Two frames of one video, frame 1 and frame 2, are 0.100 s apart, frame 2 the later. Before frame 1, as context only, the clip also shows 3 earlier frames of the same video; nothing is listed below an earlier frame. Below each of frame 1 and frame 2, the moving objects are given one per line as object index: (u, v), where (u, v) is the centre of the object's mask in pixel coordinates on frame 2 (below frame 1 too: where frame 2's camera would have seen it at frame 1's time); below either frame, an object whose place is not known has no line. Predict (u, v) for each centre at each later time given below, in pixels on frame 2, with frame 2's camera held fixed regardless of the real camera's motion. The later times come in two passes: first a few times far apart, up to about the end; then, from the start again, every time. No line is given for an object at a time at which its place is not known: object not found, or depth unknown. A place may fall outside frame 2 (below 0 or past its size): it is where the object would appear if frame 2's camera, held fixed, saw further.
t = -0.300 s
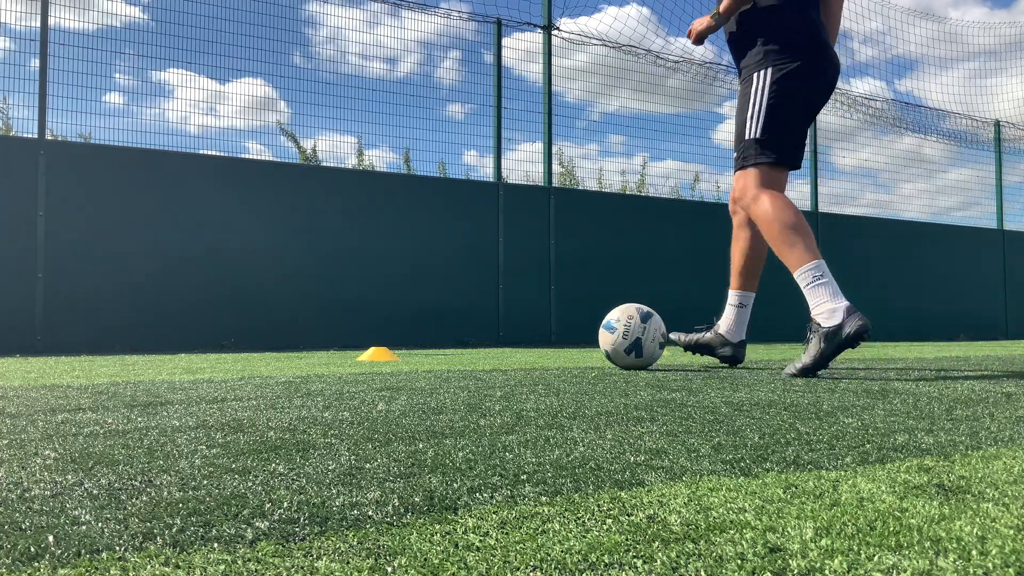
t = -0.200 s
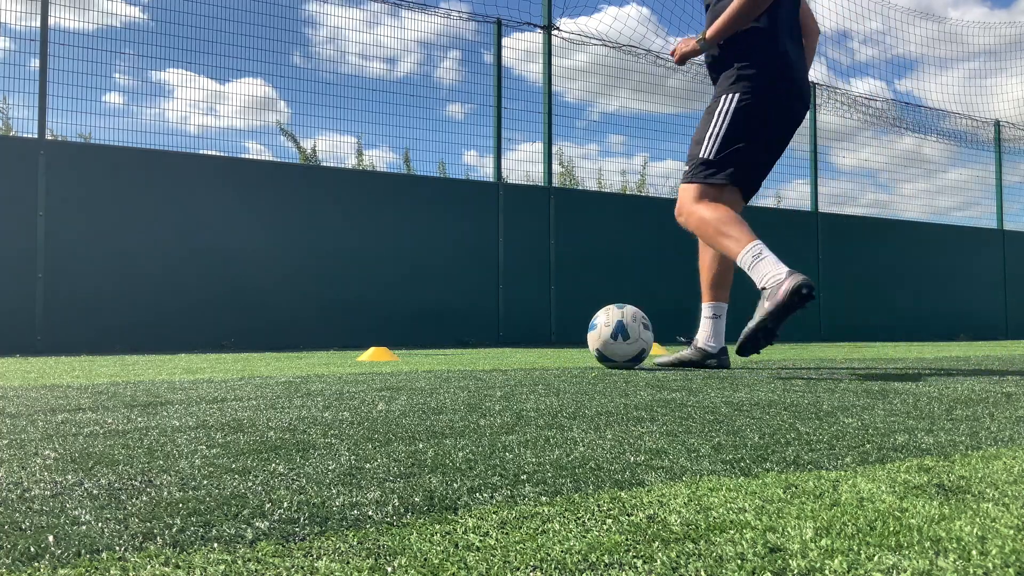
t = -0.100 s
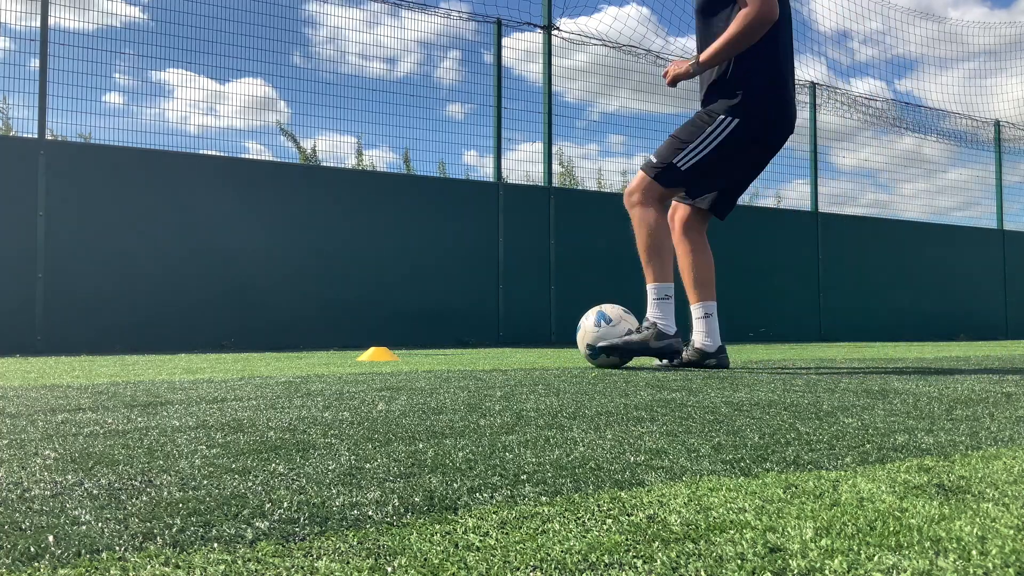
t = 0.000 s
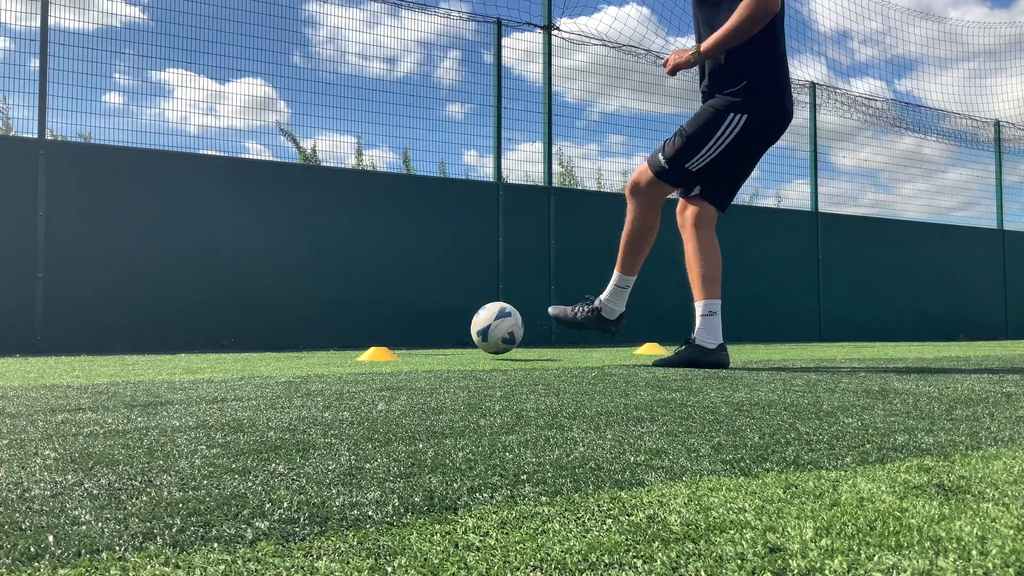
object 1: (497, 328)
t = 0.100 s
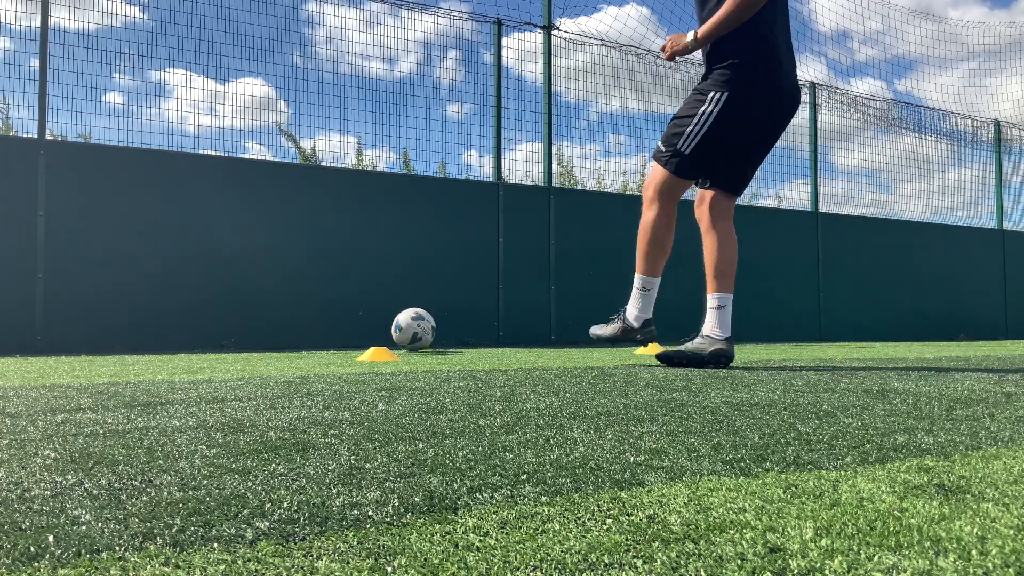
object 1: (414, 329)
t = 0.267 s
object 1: (330, 330)
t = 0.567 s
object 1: (423, 330)
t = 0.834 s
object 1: (522, 332)
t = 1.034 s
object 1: (597, 334)
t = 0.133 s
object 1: (393, 328)
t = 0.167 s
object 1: (374, 328)
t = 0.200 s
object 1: (357, 330)
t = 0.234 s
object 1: (343, 331)
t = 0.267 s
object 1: (330, 330)
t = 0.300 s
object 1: (330, 328)
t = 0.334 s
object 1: (340, 326)
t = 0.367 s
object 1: (351, 325)
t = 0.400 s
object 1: (363, 326)
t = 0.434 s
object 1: (375, 330)
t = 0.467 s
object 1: (387, 329)
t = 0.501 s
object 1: (398, 328)
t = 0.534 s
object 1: (410, 328)
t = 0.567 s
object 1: (423, 330)
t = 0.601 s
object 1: (435, 331)
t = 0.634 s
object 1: (447, 330)
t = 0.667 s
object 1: (460, 331)
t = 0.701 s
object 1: (473, 332)
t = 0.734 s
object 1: (485, 331)
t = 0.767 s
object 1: (497, 332)
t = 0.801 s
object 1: (510, 334)
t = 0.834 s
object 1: (522, 332)
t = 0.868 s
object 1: (534, 332)
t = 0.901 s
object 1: (547, 335)
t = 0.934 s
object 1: (559, 334)
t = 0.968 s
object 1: (572, 334)
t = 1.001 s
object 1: (584, 336)
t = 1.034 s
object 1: (597, 334)
